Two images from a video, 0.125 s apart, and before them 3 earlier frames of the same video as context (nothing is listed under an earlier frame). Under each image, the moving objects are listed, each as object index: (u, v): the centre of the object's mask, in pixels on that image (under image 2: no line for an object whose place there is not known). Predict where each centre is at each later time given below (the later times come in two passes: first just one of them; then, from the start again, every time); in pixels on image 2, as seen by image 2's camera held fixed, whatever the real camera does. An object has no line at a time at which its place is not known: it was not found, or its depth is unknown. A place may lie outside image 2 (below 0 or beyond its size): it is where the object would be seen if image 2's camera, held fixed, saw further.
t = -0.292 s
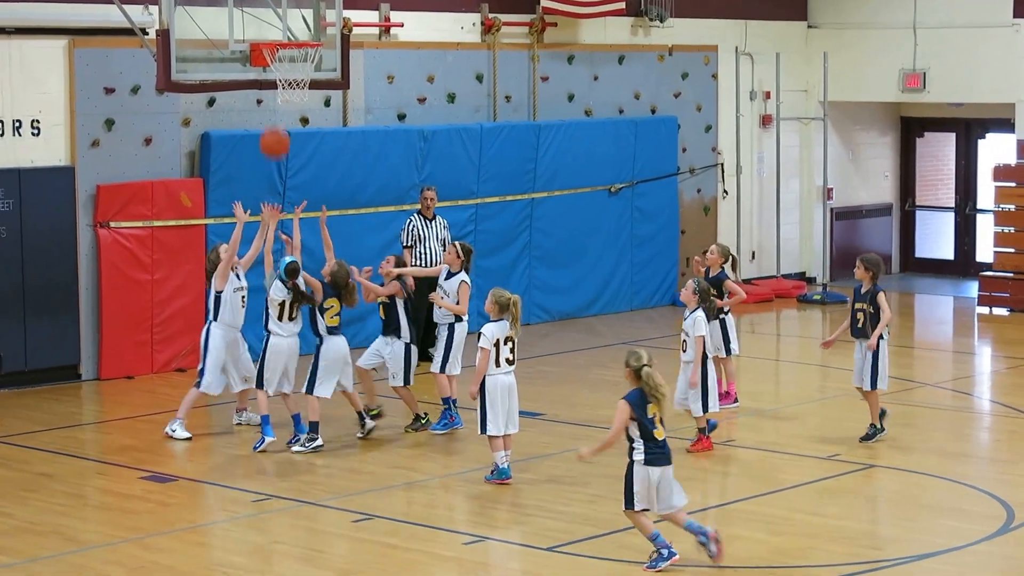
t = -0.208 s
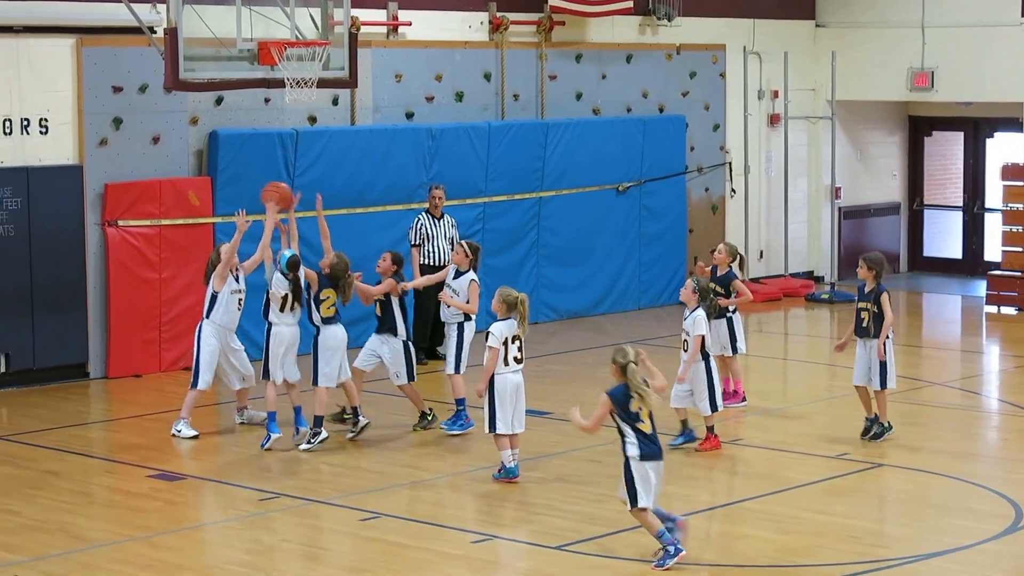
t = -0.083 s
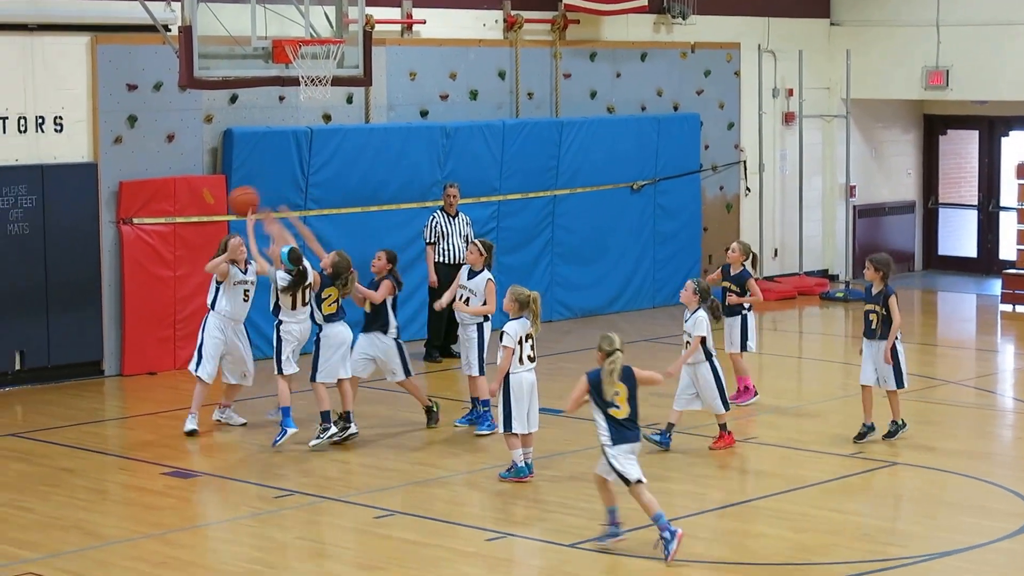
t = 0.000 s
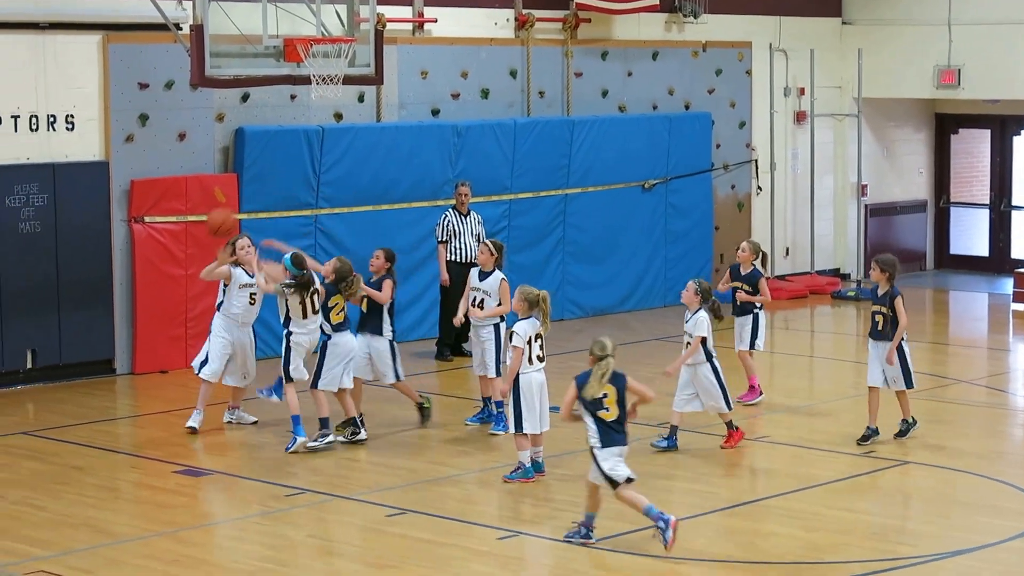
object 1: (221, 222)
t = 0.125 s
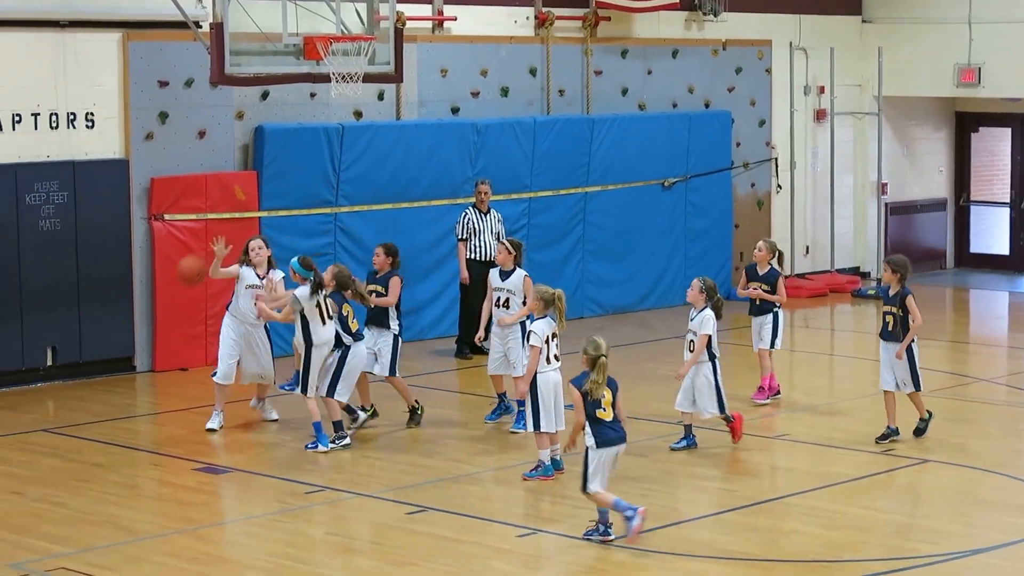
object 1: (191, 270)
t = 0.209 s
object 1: (160, 314)
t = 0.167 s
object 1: (176, 290)
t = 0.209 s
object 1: (160, 314)
